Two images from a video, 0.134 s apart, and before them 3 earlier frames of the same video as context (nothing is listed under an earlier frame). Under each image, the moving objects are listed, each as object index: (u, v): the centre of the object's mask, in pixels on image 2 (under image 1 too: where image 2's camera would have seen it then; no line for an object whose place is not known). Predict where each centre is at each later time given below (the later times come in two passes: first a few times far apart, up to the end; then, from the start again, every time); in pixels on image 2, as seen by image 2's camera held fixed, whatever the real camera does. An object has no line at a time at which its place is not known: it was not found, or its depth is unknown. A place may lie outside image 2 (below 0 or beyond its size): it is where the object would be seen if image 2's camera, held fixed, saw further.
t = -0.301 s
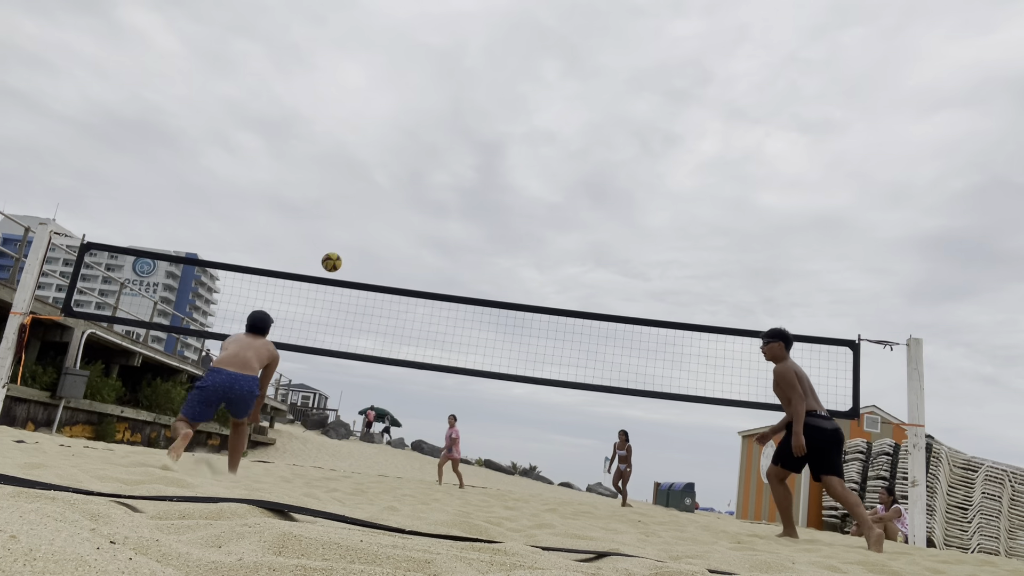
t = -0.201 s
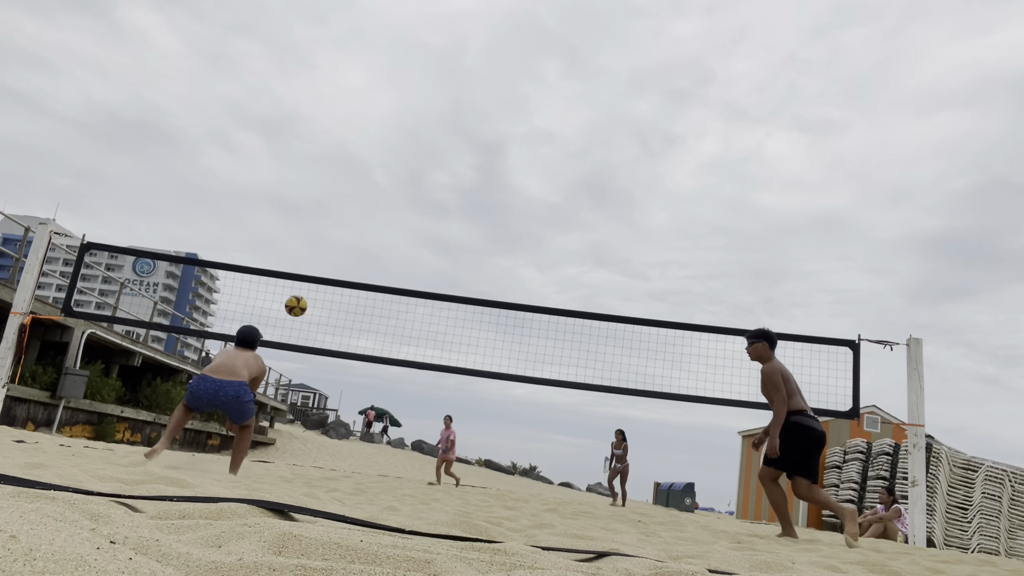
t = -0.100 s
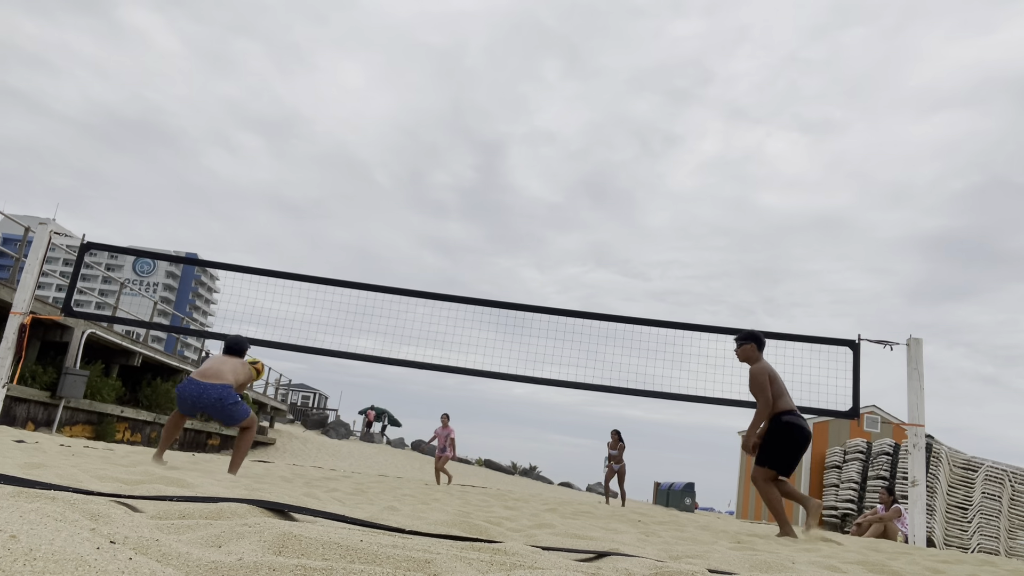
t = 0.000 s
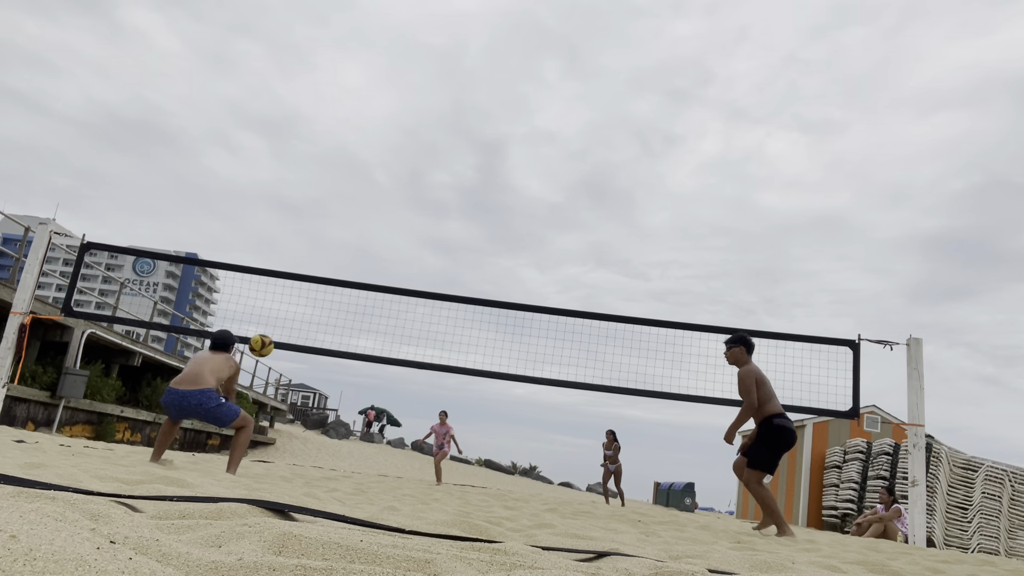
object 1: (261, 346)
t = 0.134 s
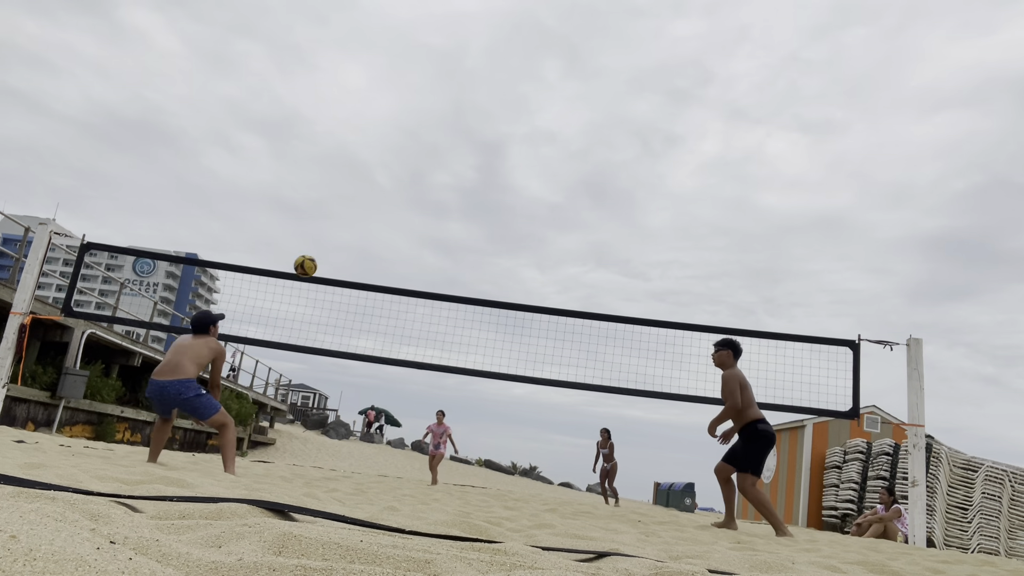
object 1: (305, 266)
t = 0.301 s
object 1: (349, 200)
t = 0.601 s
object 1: (407, 156)
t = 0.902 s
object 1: (445, 189)
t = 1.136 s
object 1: (463, 263)
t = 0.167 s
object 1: (315, 250)
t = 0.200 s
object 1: (324, 235)
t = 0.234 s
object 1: (333, 222)
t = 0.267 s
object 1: (341, 211)
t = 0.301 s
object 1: (349, 200)
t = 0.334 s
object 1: (357, 191)
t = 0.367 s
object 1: (364, 183)
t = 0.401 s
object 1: (371, 176)
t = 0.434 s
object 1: (378, 170)
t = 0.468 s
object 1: (384, 166)
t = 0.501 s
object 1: (390, 162)
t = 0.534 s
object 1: (396, 159)
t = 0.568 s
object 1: (402, 157)
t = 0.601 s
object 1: (407, 156)
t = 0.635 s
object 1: (412, 157)
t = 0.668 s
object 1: (417, 158)
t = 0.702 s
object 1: (421, 160)
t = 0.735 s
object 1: (426, 162)
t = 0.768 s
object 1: (430, 166)
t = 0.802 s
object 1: (434, 171)
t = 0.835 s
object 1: (438, 176)
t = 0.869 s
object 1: (441, 182)
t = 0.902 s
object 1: (445, 189)
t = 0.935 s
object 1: (448, 197)
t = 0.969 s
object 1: (451, 206)
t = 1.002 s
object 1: (454, 216)
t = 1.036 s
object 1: (457, 226)
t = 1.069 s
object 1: (459, 238)
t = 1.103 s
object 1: (461, 250)
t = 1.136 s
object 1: (463, 263)
